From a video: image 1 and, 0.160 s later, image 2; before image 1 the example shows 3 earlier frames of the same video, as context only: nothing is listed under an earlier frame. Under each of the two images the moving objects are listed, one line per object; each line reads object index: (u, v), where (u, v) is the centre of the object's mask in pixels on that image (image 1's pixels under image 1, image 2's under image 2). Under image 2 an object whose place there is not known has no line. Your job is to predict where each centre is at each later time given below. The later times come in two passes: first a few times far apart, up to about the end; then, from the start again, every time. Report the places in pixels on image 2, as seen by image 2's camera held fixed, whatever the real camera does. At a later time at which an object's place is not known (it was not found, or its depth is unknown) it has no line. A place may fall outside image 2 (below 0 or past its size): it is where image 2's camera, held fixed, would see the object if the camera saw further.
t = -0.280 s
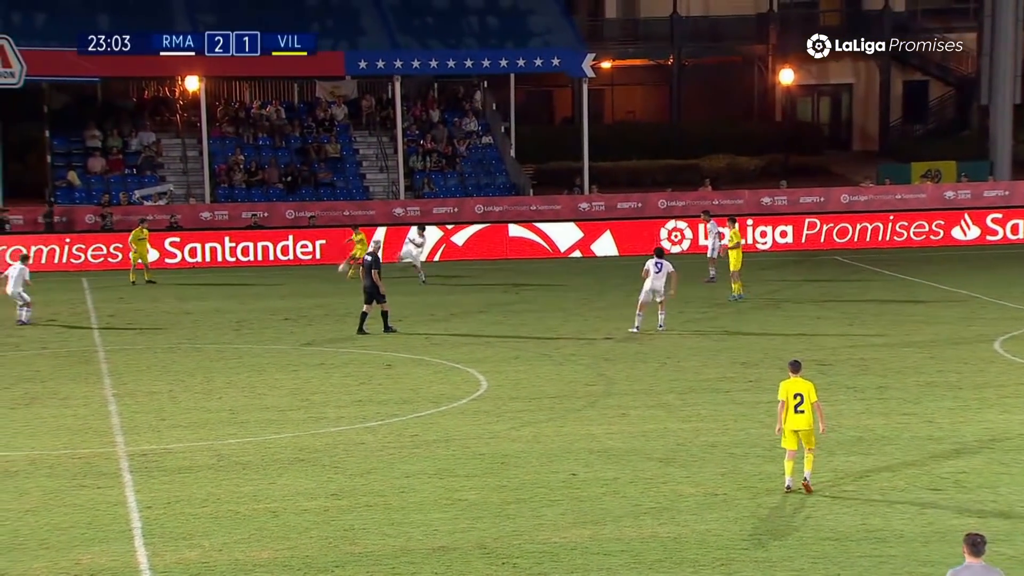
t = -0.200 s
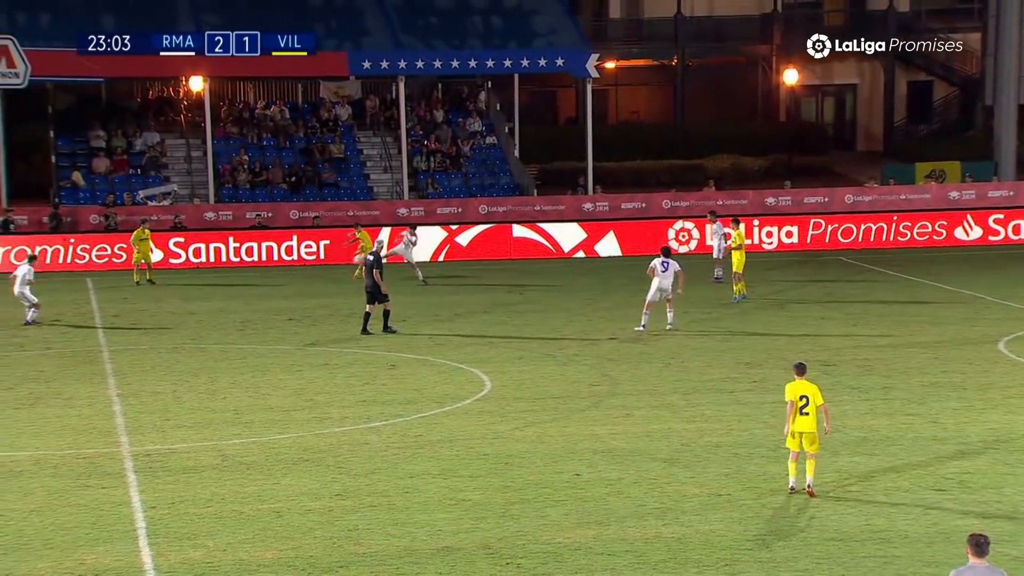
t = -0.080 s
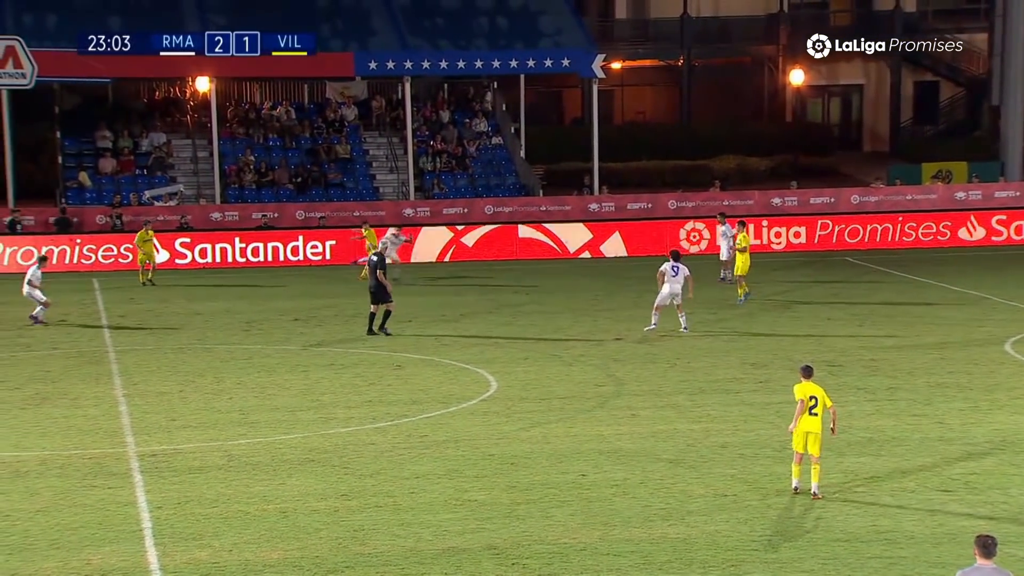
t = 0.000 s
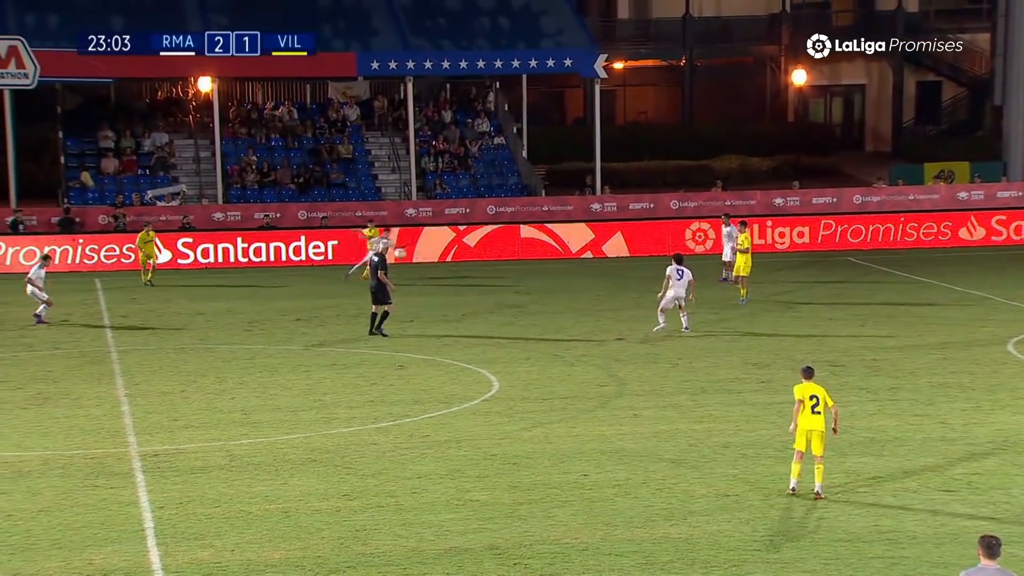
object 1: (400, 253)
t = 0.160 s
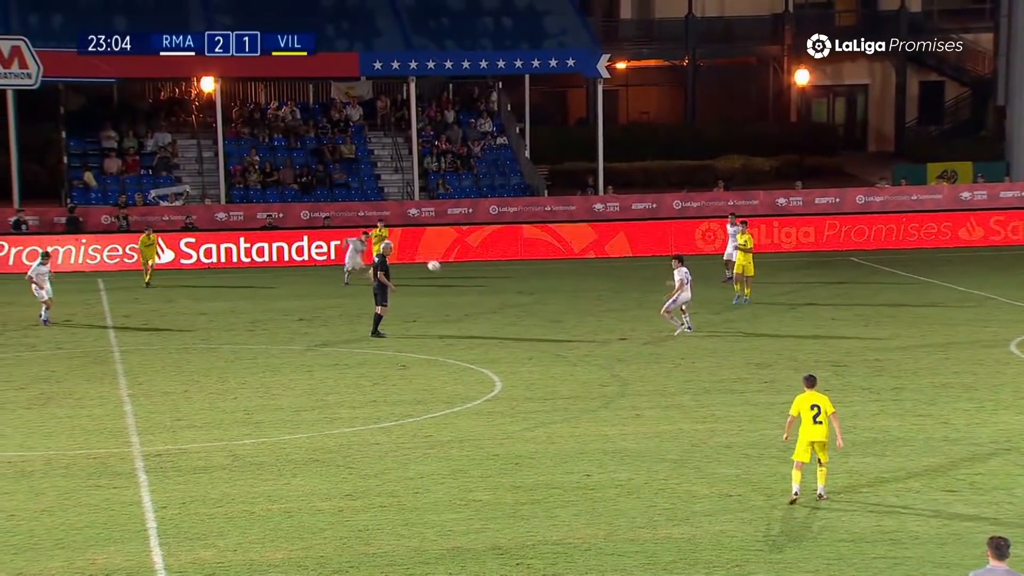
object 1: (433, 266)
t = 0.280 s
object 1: (460, 287)
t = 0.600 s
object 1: (539, 337)
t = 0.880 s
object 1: (610, 358)
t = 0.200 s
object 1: (442, 272)
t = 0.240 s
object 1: (451, 279)
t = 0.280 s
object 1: (460, 287)
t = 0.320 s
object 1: (470, 297)
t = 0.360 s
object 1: (479, 307)
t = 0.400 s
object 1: (489, 319)
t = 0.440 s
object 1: (500, 332)
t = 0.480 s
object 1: (510, 345)
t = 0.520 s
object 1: (520, 342)
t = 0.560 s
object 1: (529, 338)
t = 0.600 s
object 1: (539, 337)
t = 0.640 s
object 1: (548, 337)
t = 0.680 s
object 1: (558, 337)
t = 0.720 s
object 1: (568, 339)
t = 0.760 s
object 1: (578, 343)
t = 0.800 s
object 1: (588, 346)
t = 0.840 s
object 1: (599, 352)
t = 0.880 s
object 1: (610, 358)
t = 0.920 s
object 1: (622, 366)
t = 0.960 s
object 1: (634, 376)
